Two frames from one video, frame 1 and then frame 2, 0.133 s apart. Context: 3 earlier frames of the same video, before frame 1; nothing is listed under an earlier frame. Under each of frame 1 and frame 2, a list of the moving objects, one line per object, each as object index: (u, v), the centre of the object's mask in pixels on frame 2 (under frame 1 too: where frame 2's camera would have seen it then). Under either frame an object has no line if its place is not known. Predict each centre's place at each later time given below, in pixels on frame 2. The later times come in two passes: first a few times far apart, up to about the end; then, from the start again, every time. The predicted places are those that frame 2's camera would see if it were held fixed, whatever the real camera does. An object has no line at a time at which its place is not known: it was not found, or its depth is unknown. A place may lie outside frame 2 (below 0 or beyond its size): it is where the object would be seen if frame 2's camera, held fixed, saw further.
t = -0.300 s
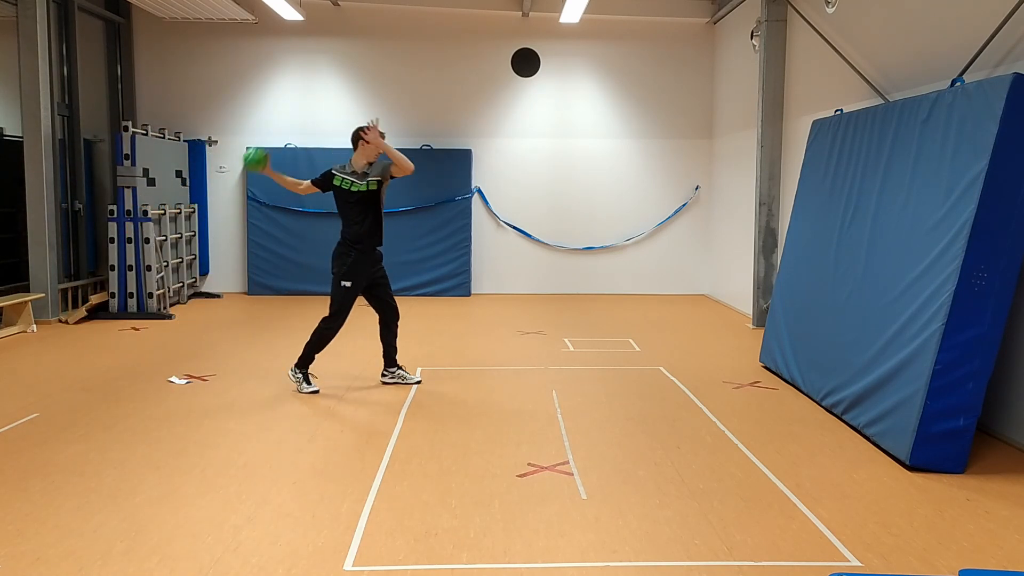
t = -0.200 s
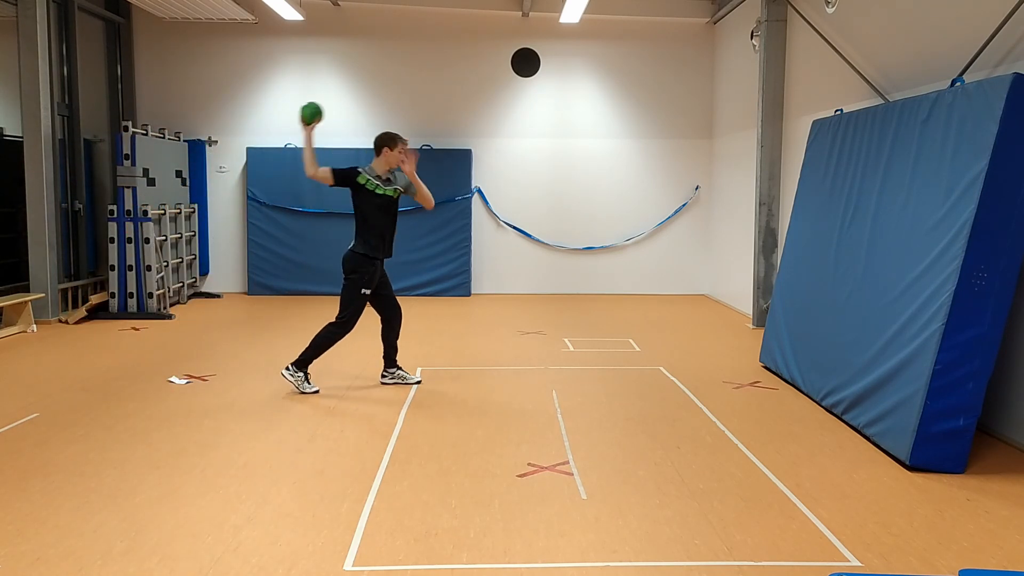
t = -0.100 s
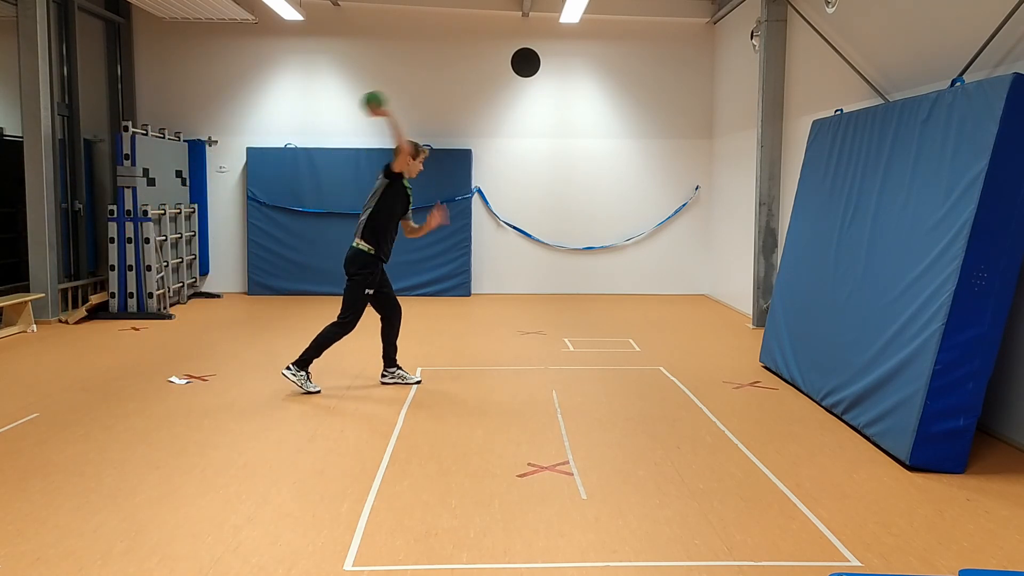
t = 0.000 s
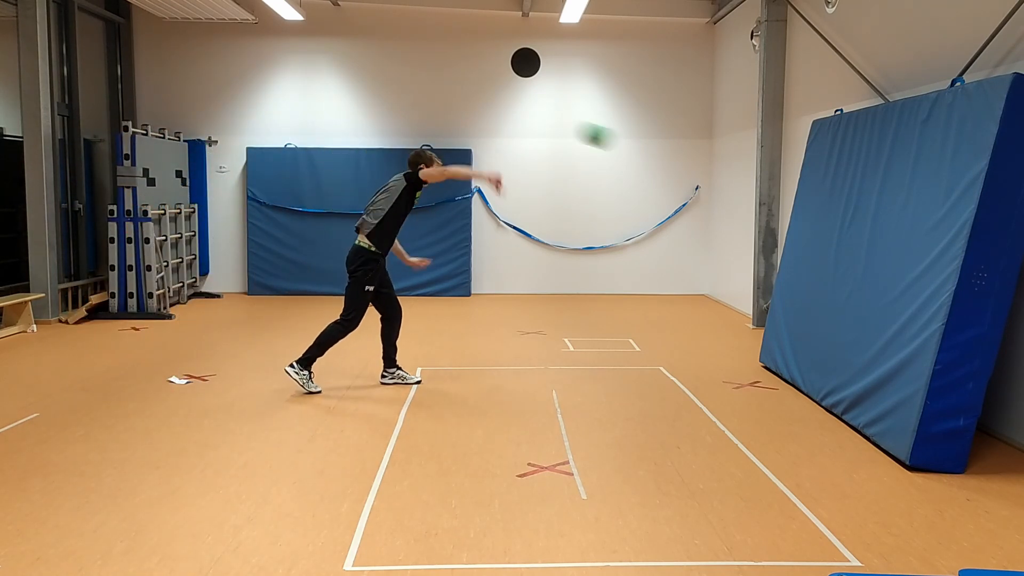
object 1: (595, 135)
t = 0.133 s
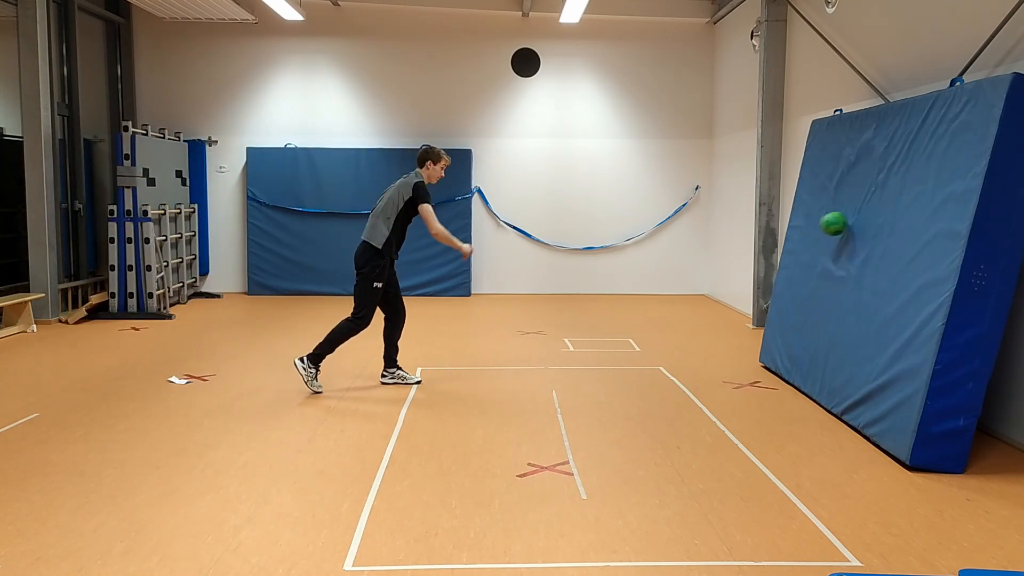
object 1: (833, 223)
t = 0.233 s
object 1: (775, 239)
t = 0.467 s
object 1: (647, 328)
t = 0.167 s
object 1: (814, 227)
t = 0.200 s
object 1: (795, 232)
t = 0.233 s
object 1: (775, 239)
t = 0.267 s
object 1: (757, 248)
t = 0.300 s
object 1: (738, 258)
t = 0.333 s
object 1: (719, 269)
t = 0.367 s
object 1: (701, 282)
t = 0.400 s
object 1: (683, 296)
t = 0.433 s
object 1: (665, 311)
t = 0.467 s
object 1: (647, 328)
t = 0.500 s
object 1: (628, 346)
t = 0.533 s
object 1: (611, 366)
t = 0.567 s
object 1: (595, 381)
